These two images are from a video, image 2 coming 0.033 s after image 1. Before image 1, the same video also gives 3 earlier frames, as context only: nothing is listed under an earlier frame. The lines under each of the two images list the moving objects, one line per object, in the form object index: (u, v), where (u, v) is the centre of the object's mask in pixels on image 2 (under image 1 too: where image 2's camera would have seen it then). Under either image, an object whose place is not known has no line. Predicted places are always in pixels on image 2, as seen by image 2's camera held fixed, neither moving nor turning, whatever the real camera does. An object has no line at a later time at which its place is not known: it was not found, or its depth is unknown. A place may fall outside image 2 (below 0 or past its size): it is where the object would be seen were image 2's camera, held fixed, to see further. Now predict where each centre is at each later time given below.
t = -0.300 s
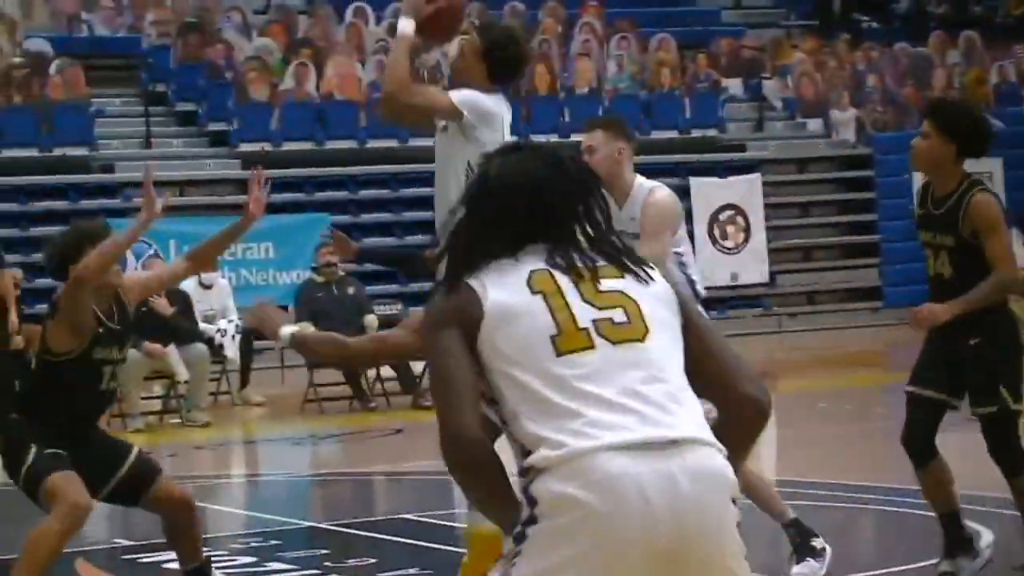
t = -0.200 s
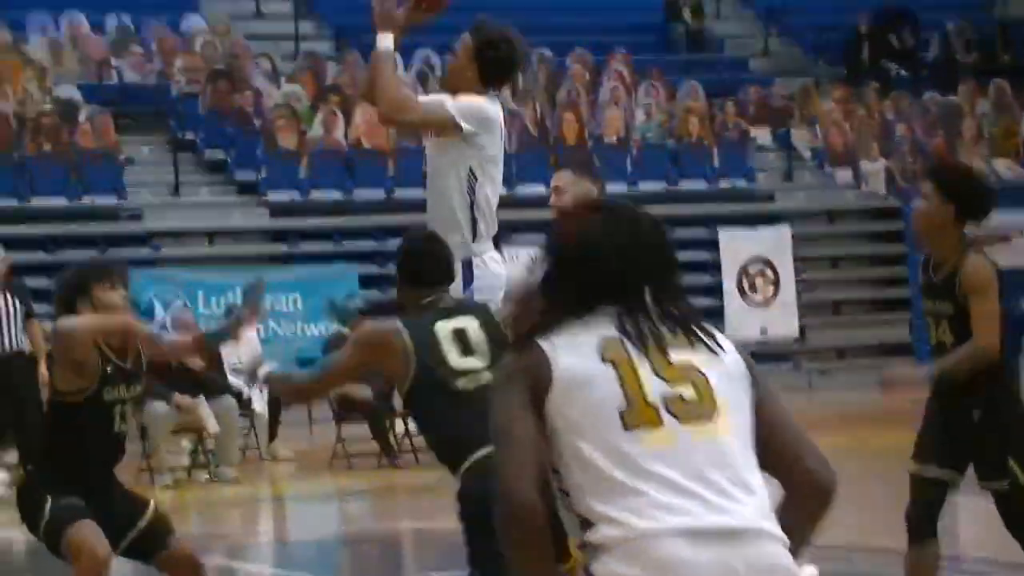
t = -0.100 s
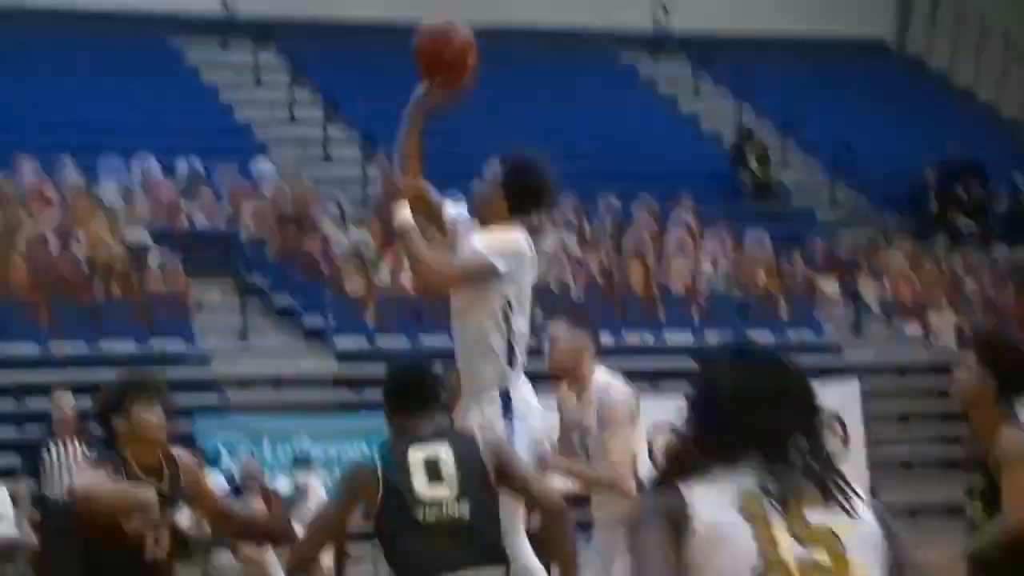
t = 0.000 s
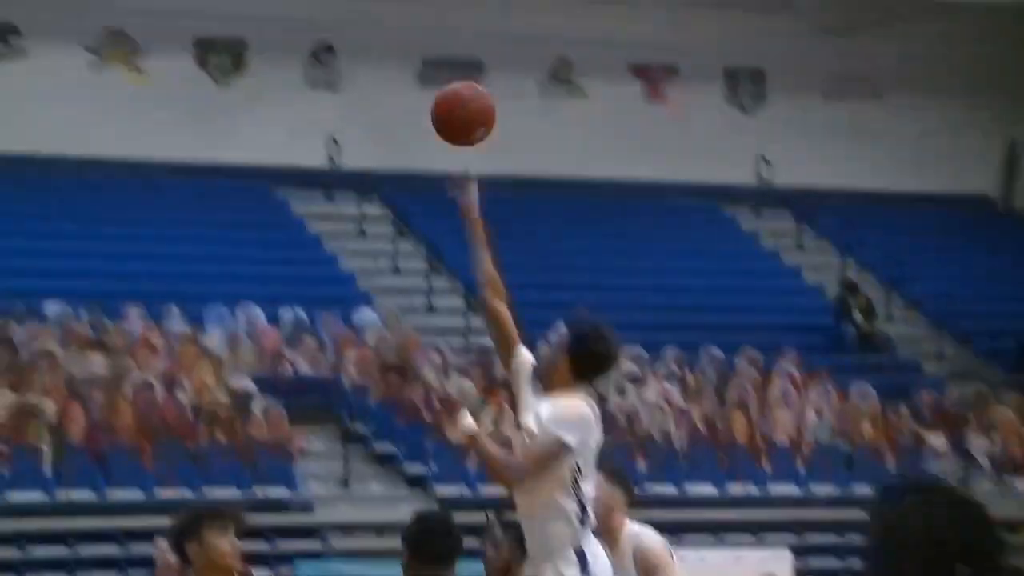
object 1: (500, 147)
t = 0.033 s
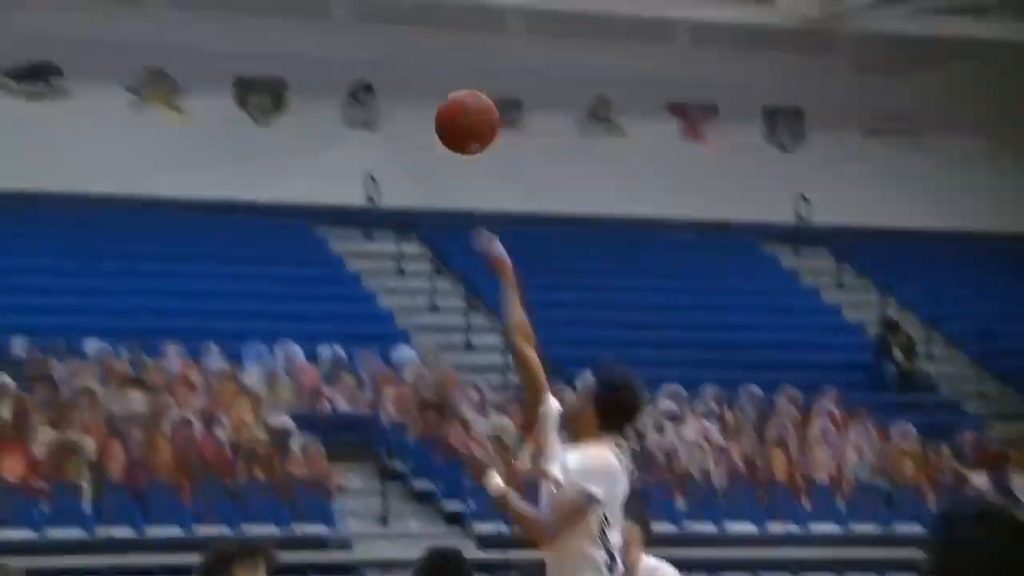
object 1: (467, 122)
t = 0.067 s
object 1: (435, 99)
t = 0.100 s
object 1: (404, 73)
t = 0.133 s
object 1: (373, 53)
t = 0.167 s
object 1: (340, 34)
